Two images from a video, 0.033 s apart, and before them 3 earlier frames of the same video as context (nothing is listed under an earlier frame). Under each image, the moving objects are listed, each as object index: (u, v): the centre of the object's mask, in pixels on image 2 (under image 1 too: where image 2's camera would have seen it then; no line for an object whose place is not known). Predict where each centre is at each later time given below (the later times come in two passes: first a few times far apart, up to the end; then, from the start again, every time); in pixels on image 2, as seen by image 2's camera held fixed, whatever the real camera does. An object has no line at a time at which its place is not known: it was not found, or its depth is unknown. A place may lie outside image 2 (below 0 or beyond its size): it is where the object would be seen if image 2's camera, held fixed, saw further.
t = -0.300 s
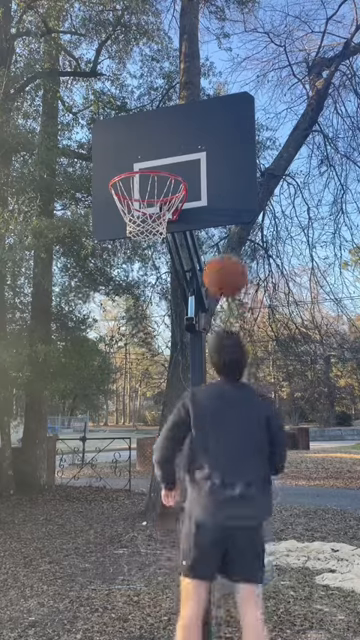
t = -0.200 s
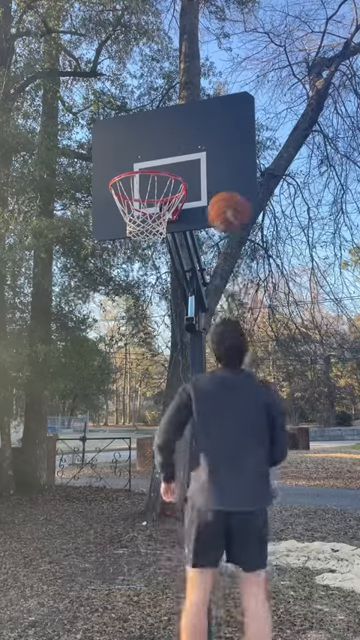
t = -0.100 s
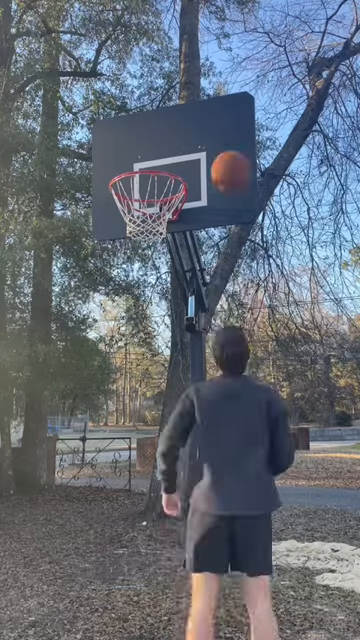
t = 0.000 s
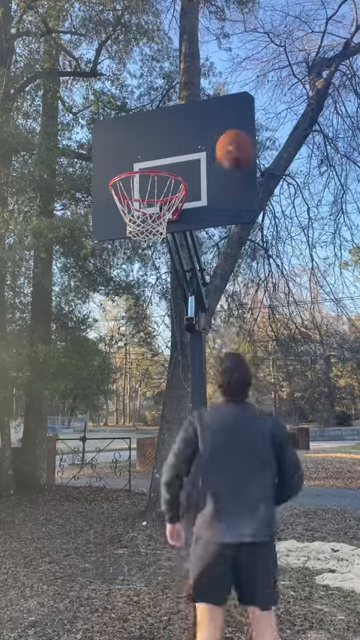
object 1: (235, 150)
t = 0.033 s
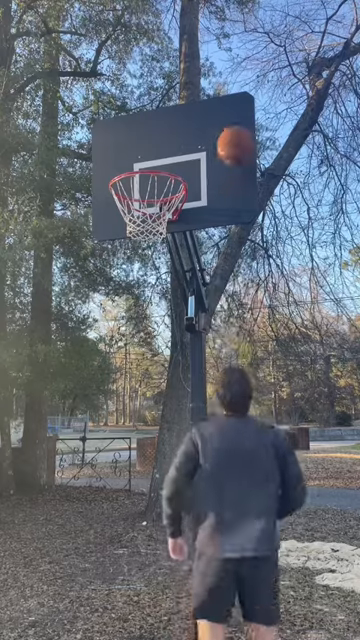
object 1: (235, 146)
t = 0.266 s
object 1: (188, 145)
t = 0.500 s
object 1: (128, 212)
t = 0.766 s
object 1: (142, 228)
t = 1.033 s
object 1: (164, 250)
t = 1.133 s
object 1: (174, 284)
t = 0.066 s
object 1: (236, 145)
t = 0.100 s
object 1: (233, 142)
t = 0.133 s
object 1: (226, 141)
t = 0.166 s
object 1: (220, 141)
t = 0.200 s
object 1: (206, 139)
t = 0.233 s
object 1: (198, 140)
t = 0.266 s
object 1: (188, 145)
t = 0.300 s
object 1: (179, 153)
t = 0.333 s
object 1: (171, 159)
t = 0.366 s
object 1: (160, 168)
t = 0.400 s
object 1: (150, 179)
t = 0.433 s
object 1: (145, 191)
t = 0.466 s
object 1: (134, 209)
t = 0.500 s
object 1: (128, 212)
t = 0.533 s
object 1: (127, 212)
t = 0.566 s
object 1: (128, 212)
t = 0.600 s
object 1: (129, 211)
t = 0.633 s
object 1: (129, 211)
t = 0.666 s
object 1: (131, 215)
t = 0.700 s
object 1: (133, 218)
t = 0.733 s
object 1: (138, 224)
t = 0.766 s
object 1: (142, 228)
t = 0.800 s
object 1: (146, 229)
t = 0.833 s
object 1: (150, 232)
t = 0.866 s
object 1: (155, 234)
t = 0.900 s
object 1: (157, 236)
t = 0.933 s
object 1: (159, 237)
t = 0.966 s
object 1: (161, 240)
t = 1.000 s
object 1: (162, 244)
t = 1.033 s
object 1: (164, 250)
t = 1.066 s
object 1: (169, 259)
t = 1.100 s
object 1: (171, 271)
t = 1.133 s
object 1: (174, 284)
